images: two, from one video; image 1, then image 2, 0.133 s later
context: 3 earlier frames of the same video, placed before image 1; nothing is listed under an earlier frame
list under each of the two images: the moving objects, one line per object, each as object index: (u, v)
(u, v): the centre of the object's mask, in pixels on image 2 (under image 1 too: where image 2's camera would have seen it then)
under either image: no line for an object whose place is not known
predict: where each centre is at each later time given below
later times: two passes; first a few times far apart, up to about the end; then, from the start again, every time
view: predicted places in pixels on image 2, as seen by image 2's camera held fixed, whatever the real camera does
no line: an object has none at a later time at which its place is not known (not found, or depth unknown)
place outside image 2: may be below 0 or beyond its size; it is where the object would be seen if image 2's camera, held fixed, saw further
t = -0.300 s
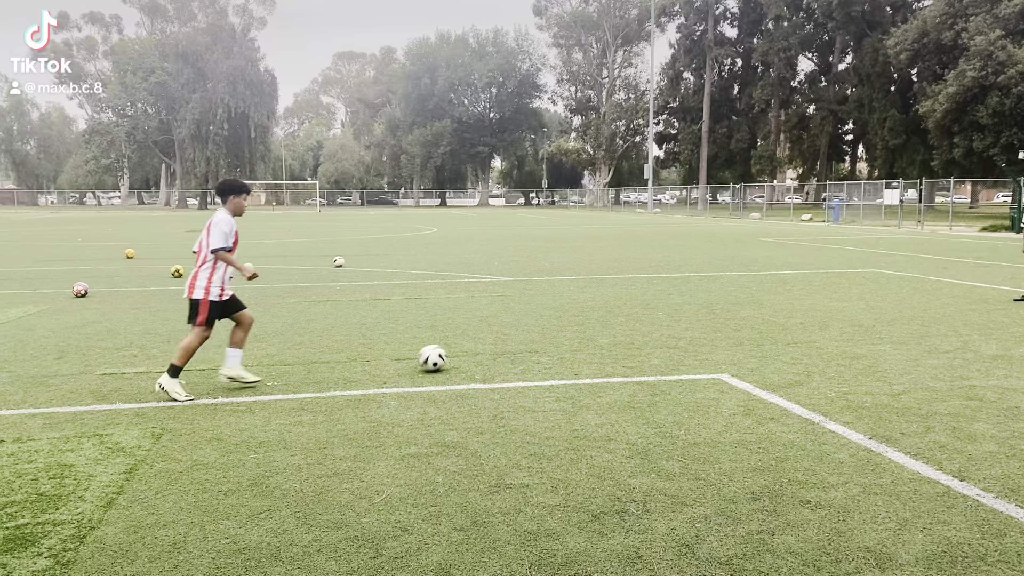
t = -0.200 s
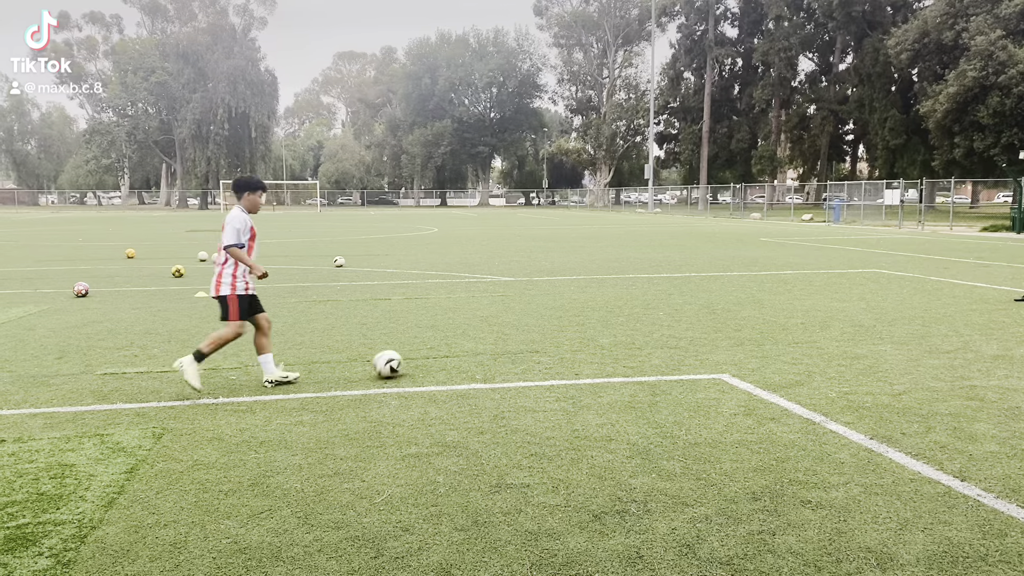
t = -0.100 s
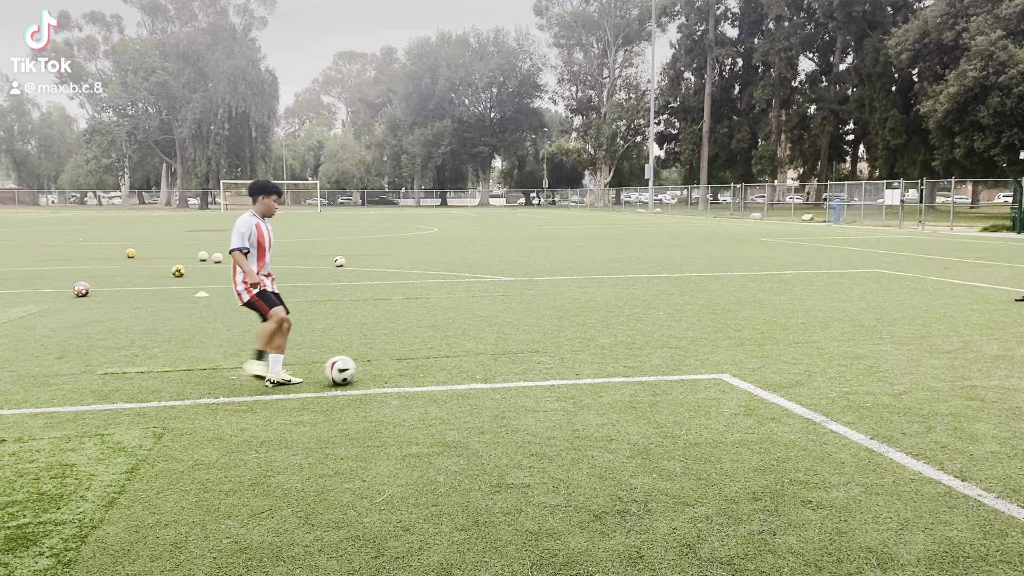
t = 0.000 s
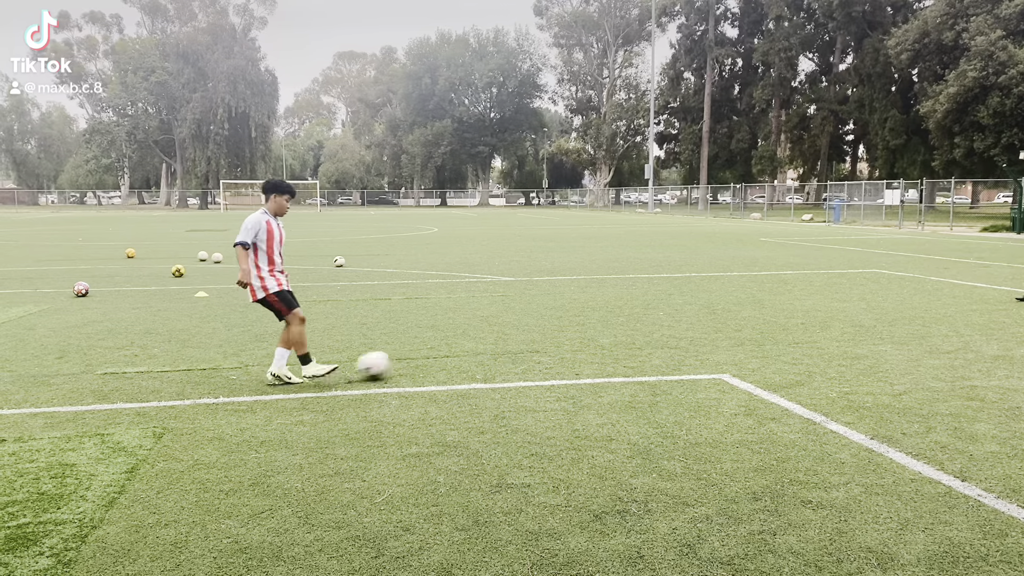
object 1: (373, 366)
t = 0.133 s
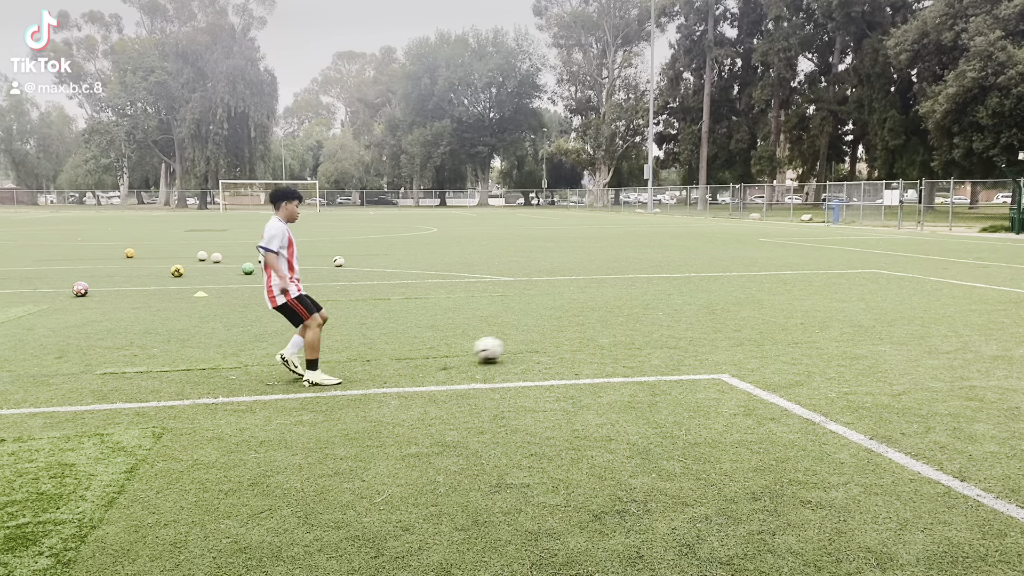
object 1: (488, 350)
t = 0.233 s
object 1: (557, 340)
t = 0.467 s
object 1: (679, 325)
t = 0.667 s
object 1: (752, 315)
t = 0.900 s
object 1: (815, 306)
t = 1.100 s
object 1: (859, 301)
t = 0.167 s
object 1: (512, 347)
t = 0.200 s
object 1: (535, 343)
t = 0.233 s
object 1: (557, 340)
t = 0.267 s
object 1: (577, 338)
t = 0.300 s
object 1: (596, 336)
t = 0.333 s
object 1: (615, 333)
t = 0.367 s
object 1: (632, 331)
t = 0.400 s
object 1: (648, 329)
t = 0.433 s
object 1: (663, 327)
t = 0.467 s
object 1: (679, 325)
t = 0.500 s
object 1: (692, 323)
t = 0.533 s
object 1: (705, 322)
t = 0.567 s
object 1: (718, 320)
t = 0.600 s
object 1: (730, 319)
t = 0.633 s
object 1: (742, 317)
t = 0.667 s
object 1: (752, 315)
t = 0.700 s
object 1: (763, 313)
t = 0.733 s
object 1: (772, 313)
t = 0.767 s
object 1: (781, 311)
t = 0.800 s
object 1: (790, 310)
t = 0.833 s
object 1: (798, 310)
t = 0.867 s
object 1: (807, 308)
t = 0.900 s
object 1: (815, 306)
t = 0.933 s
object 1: (823, 306)
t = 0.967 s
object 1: (830, 305)
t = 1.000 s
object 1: (837, 304)
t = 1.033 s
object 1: (845, 303)
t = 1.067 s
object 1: (852, 302)
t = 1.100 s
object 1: (859, 301)
